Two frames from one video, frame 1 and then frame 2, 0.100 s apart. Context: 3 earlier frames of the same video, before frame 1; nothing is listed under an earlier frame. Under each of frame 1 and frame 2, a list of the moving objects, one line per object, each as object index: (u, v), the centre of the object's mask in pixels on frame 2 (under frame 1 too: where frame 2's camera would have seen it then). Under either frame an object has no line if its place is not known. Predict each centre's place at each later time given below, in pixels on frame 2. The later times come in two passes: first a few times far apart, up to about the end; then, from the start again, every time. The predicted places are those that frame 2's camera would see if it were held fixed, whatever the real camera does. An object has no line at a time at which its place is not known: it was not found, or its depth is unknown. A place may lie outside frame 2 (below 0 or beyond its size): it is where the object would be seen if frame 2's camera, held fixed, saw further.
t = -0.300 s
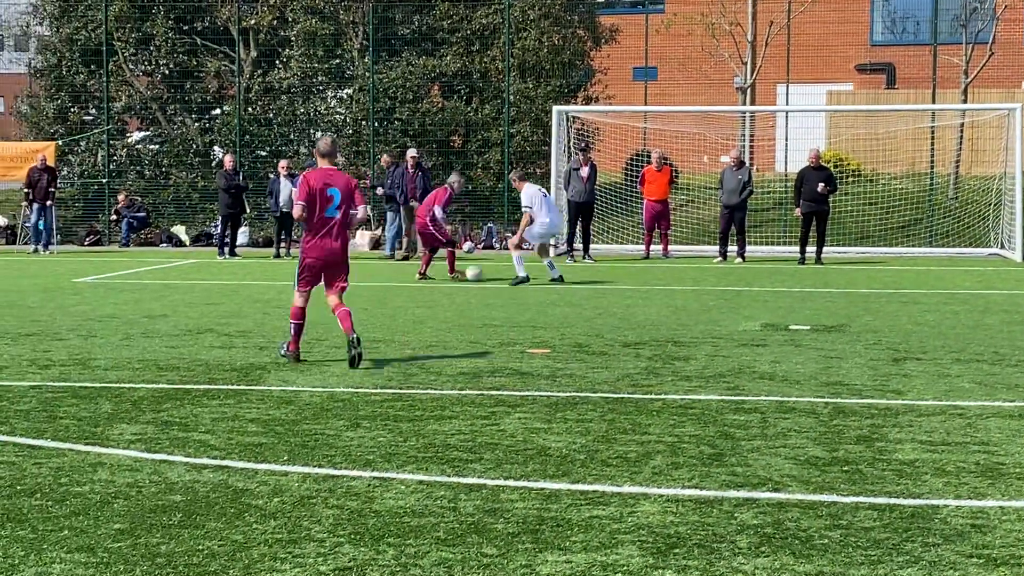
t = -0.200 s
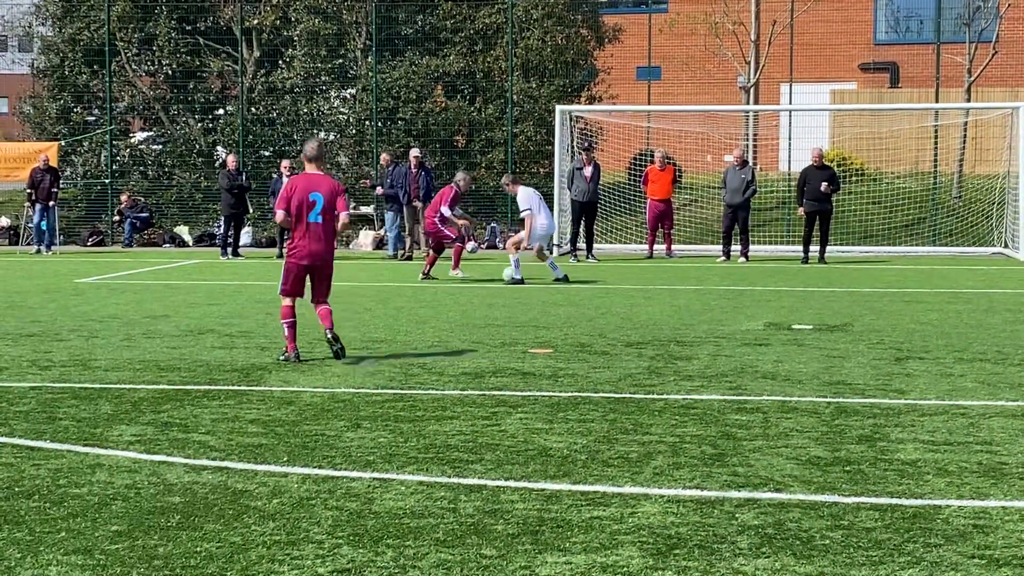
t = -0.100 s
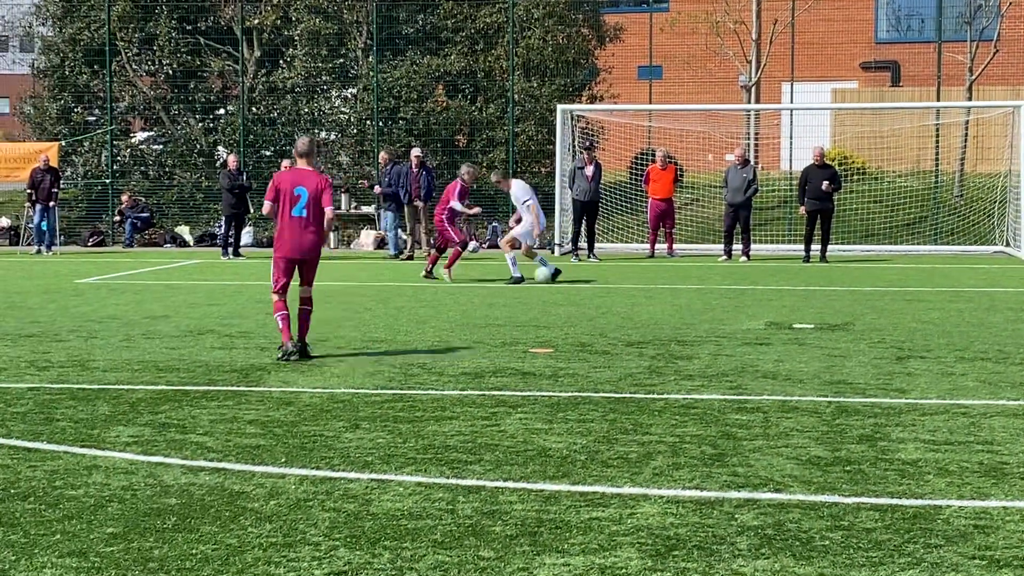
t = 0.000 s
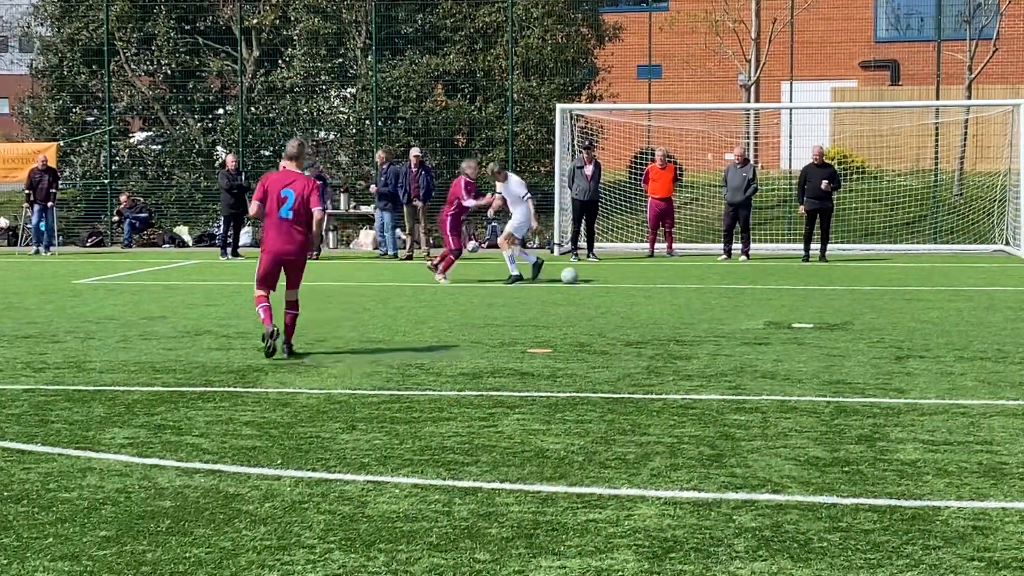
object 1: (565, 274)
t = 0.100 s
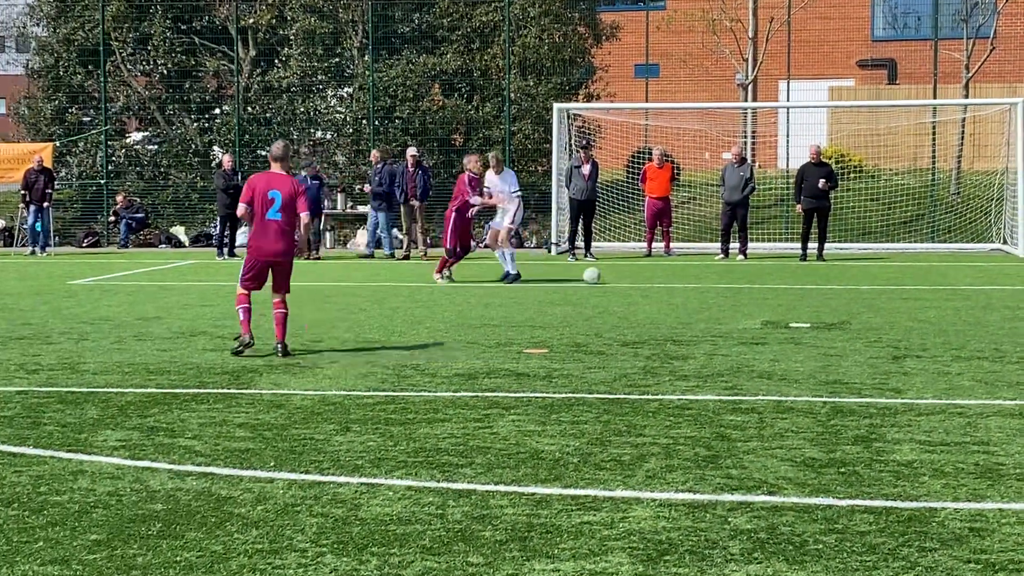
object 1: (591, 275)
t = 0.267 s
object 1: (631, 275)
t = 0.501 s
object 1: (687, 277)
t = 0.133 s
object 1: (599, 275)
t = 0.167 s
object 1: (608, 275)
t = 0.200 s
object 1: (616, 275)
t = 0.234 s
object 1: (623, 275)
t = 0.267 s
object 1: (631, 275)
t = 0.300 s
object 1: (639, 275)
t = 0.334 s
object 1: (648, 275)
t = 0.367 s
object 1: (656, 276)
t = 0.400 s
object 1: (664, 276)
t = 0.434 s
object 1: (671, 275)
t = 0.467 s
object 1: (680, 276)
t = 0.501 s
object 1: (687, 277)
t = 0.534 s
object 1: (695, 276)
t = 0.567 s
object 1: (703, 277)
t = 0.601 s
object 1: (712, 277)
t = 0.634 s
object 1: (720, 277)
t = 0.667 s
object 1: (728, 277)
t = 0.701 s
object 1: (735, 278)
